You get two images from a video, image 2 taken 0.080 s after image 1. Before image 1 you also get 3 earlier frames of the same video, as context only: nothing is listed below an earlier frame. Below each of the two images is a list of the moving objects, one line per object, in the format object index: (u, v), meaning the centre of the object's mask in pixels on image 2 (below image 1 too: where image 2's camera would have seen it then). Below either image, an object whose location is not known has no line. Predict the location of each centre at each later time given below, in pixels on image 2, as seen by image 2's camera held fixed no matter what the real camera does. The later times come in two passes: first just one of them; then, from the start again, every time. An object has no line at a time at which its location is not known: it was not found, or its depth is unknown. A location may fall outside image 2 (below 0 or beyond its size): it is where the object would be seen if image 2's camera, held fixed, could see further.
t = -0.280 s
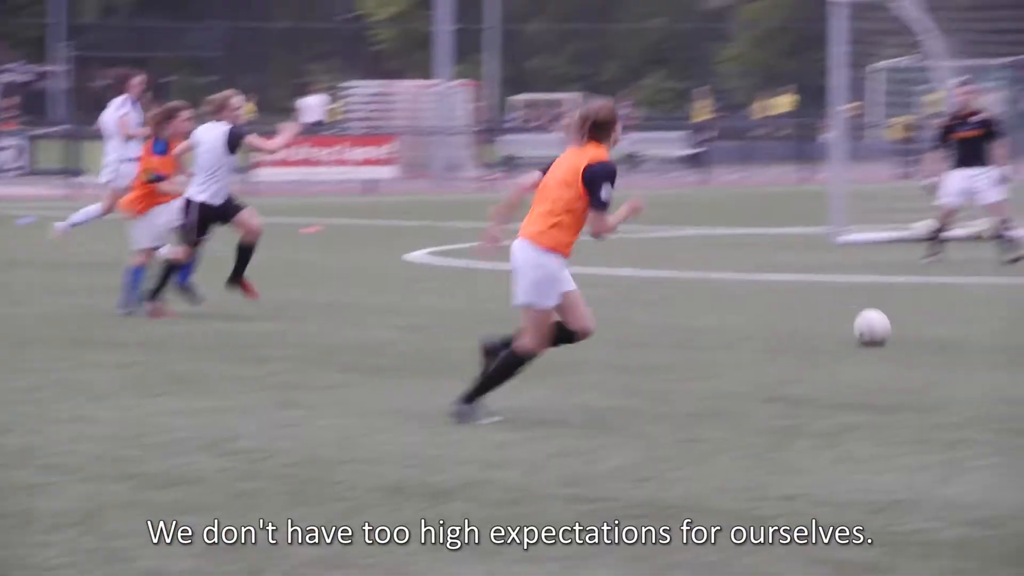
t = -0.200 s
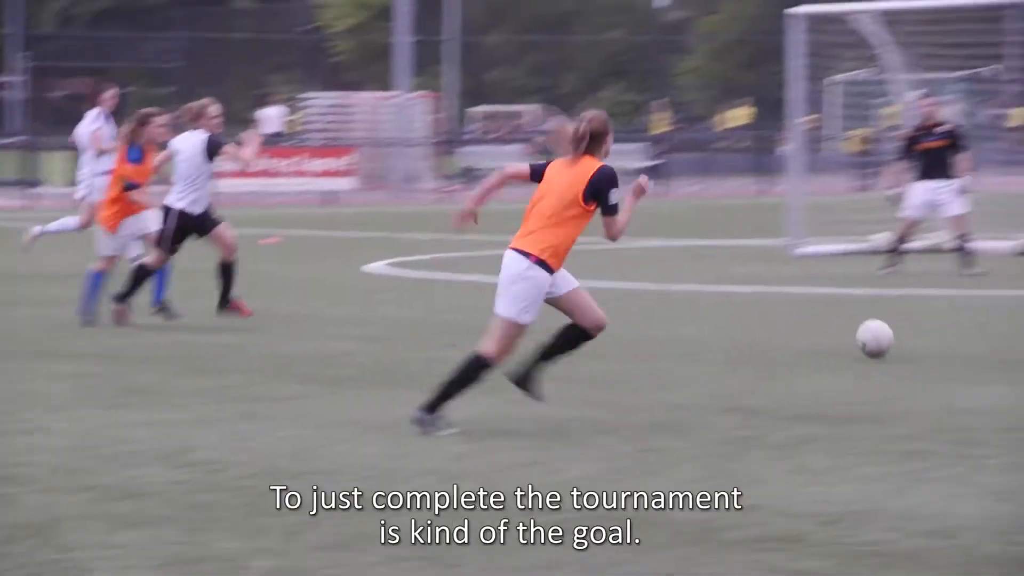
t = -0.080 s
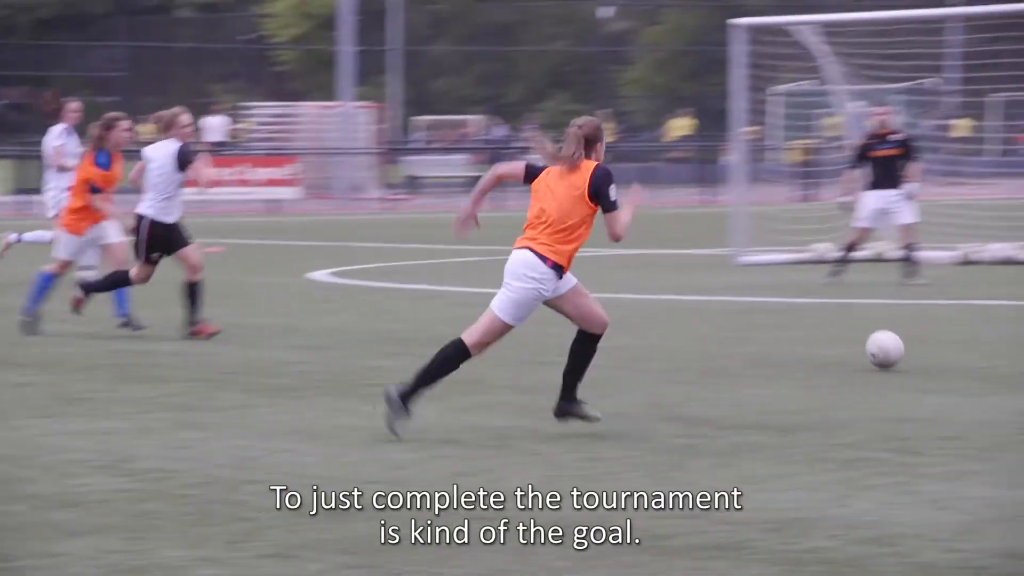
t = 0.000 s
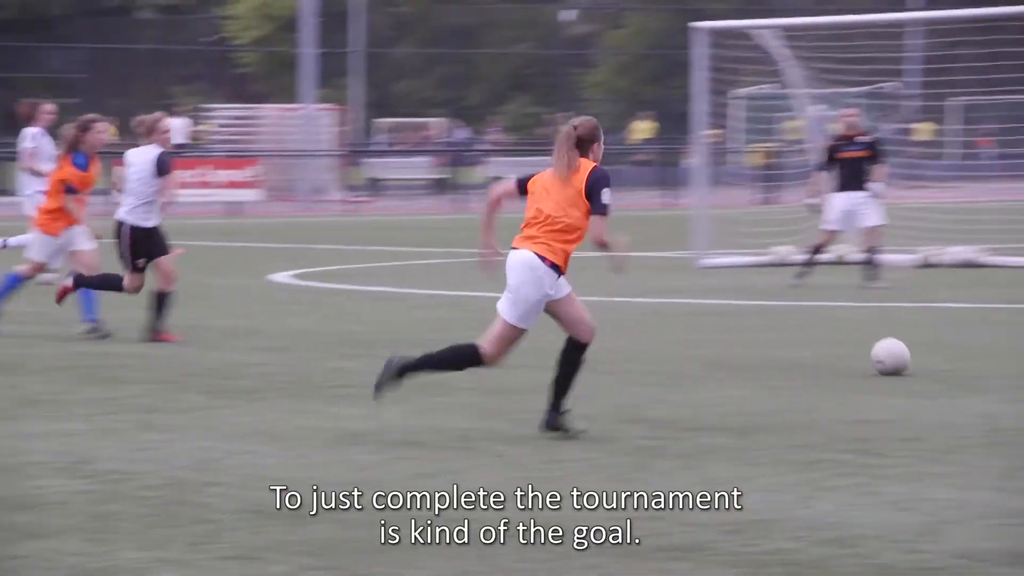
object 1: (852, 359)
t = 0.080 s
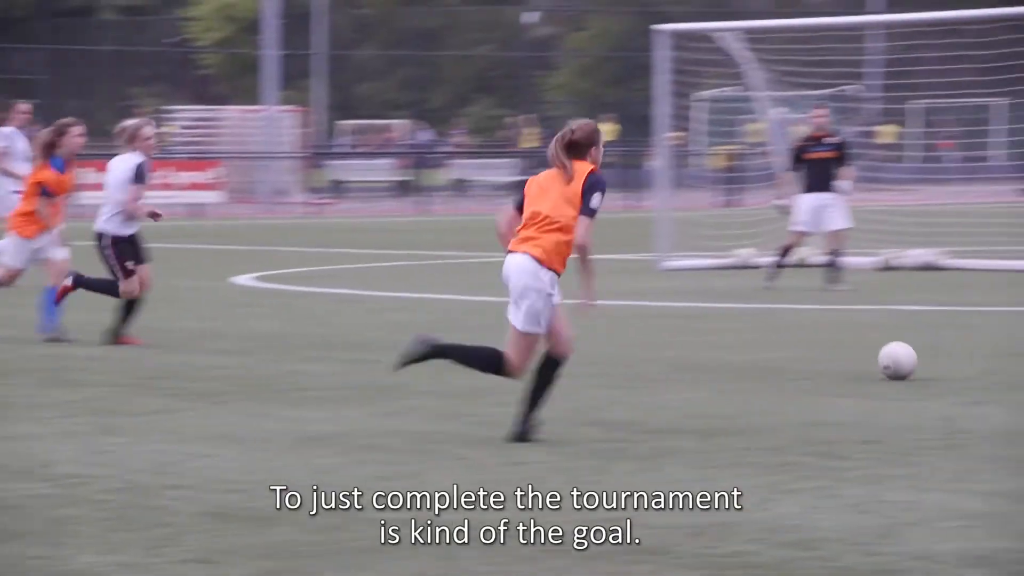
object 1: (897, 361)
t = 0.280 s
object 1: (1014, 367)
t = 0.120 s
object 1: (920, 361)
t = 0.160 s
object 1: (943, 361)
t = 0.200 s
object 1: (966, 363)
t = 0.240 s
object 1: (990, 365)
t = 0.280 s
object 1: (1014, 367)
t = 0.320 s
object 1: (1038, 367)
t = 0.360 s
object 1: (1063, 367)
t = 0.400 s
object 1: (1088, 367)
